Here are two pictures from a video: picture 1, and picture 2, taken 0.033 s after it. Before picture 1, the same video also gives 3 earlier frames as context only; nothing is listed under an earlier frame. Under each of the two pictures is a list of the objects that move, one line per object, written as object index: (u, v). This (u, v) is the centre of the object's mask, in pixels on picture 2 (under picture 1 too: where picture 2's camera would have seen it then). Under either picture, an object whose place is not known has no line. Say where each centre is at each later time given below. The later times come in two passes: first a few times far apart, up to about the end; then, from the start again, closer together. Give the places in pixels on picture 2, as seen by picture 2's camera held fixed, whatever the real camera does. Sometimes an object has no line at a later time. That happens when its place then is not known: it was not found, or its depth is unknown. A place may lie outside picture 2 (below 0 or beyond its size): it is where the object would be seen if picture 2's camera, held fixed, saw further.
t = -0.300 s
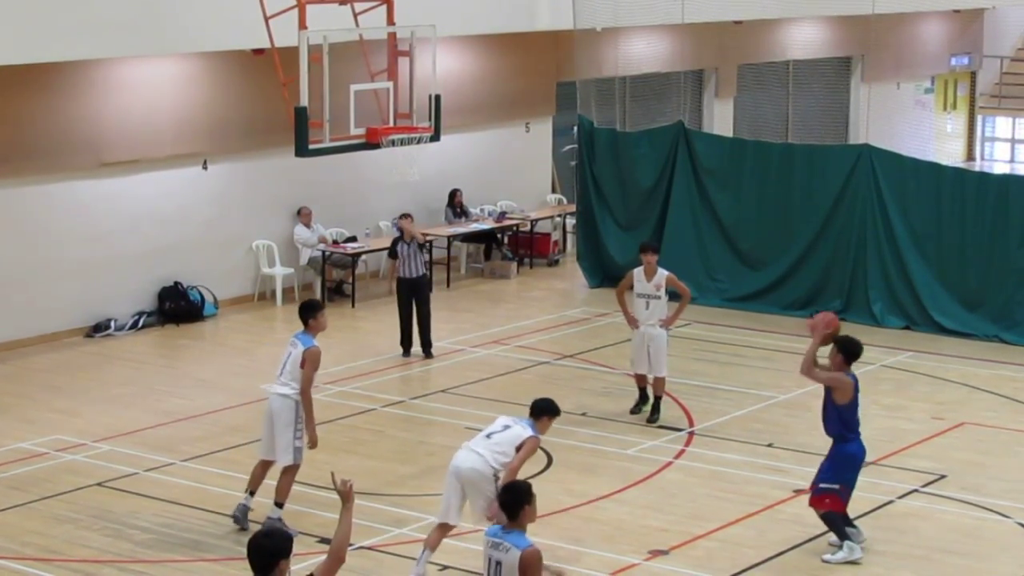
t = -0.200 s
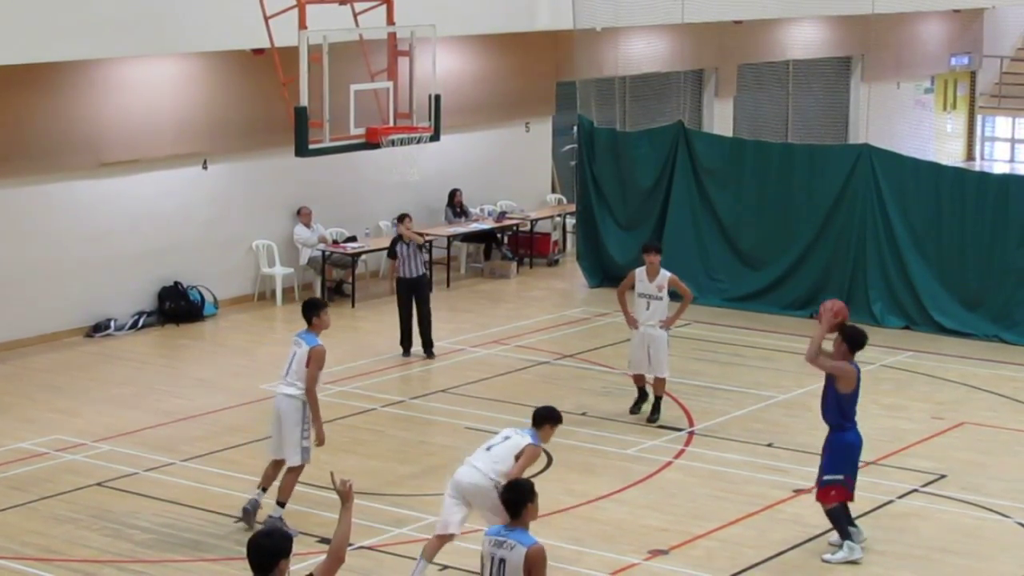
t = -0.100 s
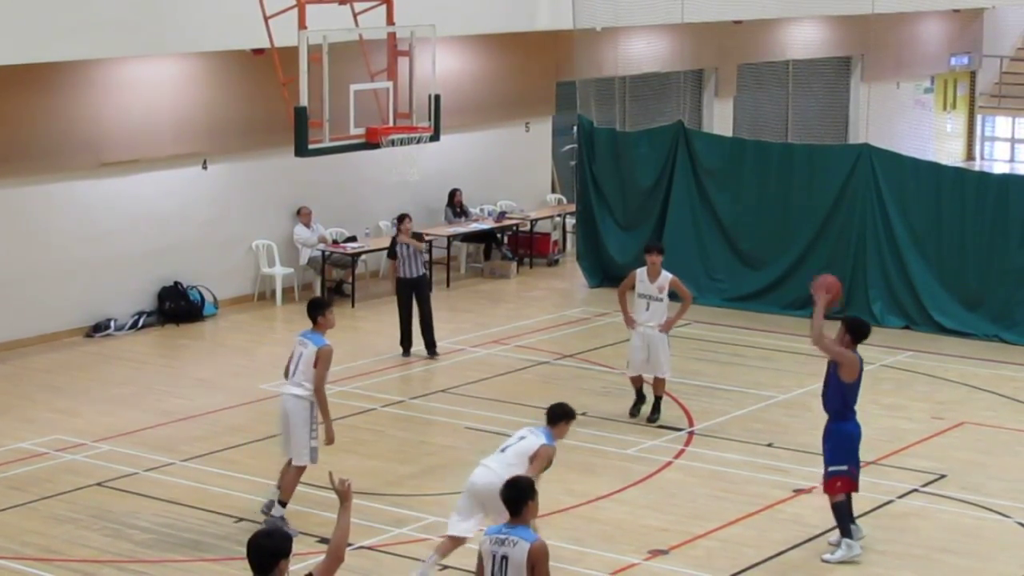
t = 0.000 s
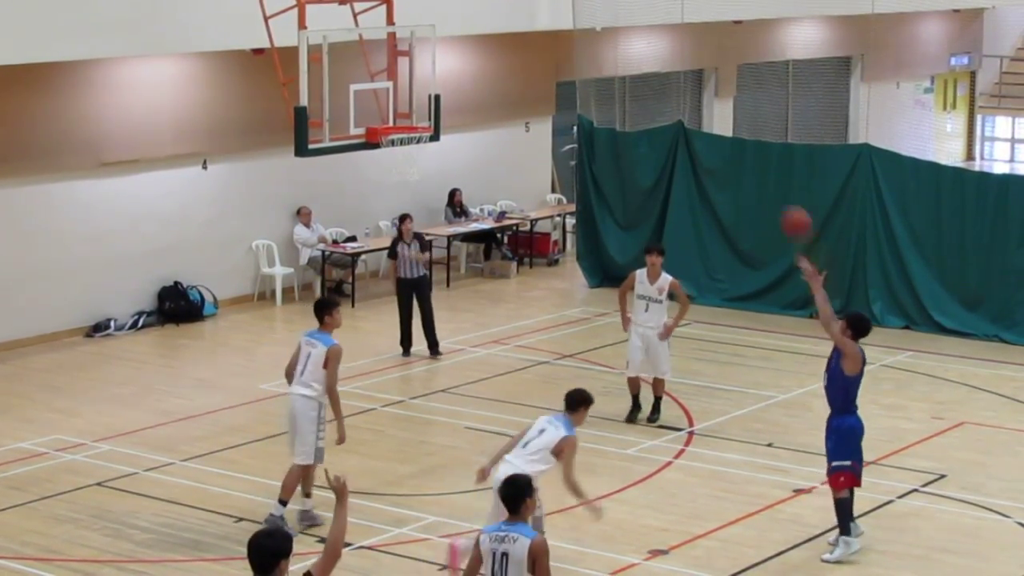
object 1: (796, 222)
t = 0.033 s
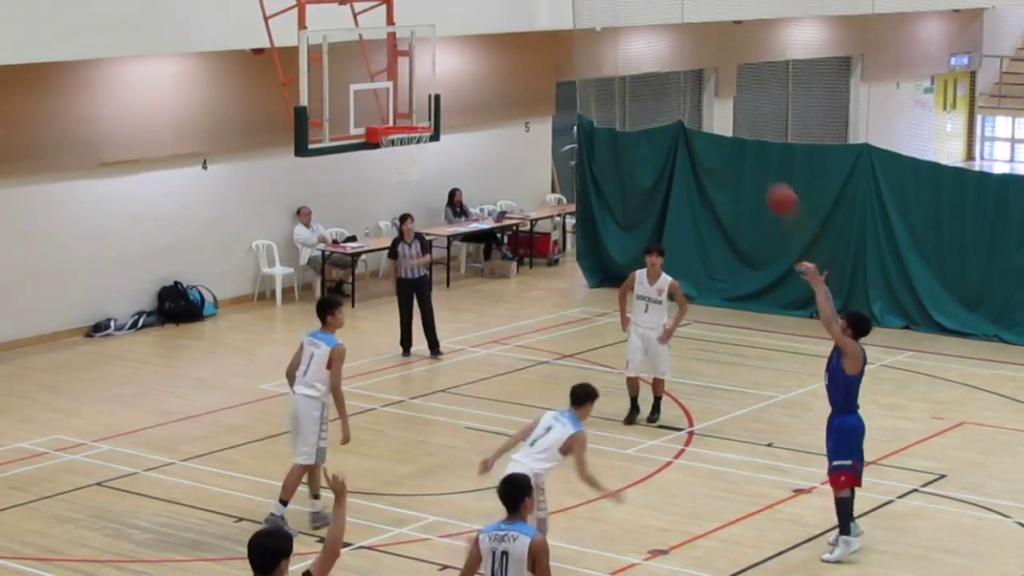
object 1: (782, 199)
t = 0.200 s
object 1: (708, 107)
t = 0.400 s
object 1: (625, 43)
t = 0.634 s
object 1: (535, 29)
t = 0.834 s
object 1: (462, 67)
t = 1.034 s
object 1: (398, 146)
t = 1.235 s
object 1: (368, 193)
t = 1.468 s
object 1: (343, 294)
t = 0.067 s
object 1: (767, 178)
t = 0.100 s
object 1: (753, 158)
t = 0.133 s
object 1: (739, 142)
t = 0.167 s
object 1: (723, 123)
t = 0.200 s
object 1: (708, 107)
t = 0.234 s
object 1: (694, 93)
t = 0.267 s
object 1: (681, 82)
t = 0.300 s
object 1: (666, 69)
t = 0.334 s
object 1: (652, 59)
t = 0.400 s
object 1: (625, 43)
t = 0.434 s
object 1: (612, 37)
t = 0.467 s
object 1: (598, 33)
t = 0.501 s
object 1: (586, 30)
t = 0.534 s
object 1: (573, 28)
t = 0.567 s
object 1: (561, 27)
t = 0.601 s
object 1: (548, 28)
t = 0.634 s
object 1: (535, 29)
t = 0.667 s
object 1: (523, 33)
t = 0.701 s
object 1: (510, 38)
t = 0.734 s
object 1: (497, 44)
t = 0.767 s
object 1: (485, 51)
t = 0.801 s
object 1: (473, 59)
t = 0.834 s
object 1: (462, 67)
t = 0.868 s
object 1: (450, 78)
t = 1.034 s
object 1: (398, 146)
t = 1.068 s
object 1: (388, 154)
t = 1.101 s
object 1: (383, 159)
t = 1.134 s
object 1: (379, 166)
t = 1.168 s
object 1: (375, 174)
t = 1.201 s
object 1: (372, 183)
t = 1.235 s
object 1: (368, 193)
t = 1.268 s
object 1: (365, 205)
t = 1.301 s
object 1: (361, 217)
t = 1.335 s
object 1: (357, 230)
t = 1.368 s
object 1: (354, 245)
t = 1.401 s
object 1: (350, 261)
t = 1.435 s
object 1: (347, 275)
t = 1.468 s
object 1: (343, 294)
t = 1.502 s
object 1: (339, 314)
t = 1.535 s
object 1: (335, 334)
